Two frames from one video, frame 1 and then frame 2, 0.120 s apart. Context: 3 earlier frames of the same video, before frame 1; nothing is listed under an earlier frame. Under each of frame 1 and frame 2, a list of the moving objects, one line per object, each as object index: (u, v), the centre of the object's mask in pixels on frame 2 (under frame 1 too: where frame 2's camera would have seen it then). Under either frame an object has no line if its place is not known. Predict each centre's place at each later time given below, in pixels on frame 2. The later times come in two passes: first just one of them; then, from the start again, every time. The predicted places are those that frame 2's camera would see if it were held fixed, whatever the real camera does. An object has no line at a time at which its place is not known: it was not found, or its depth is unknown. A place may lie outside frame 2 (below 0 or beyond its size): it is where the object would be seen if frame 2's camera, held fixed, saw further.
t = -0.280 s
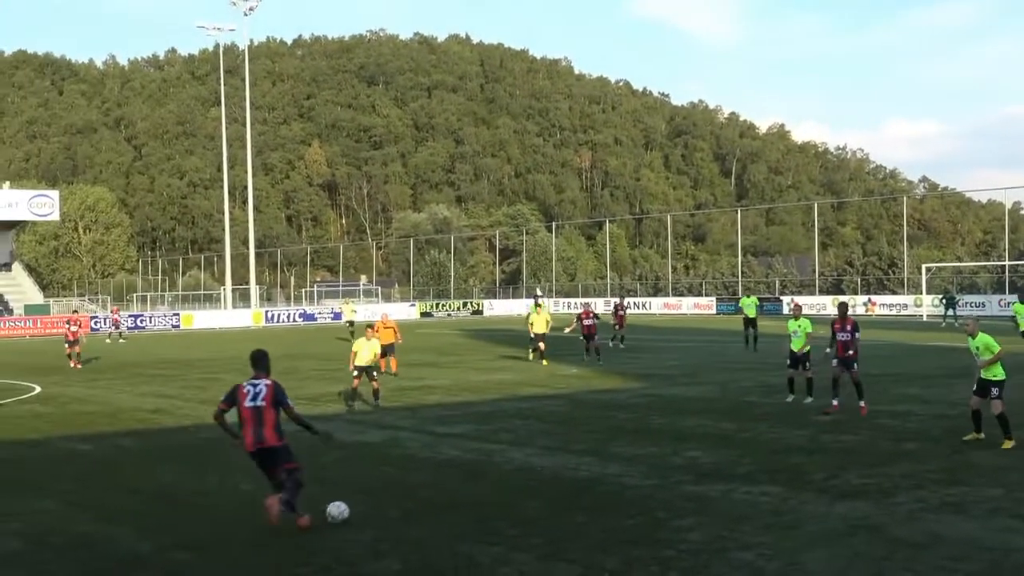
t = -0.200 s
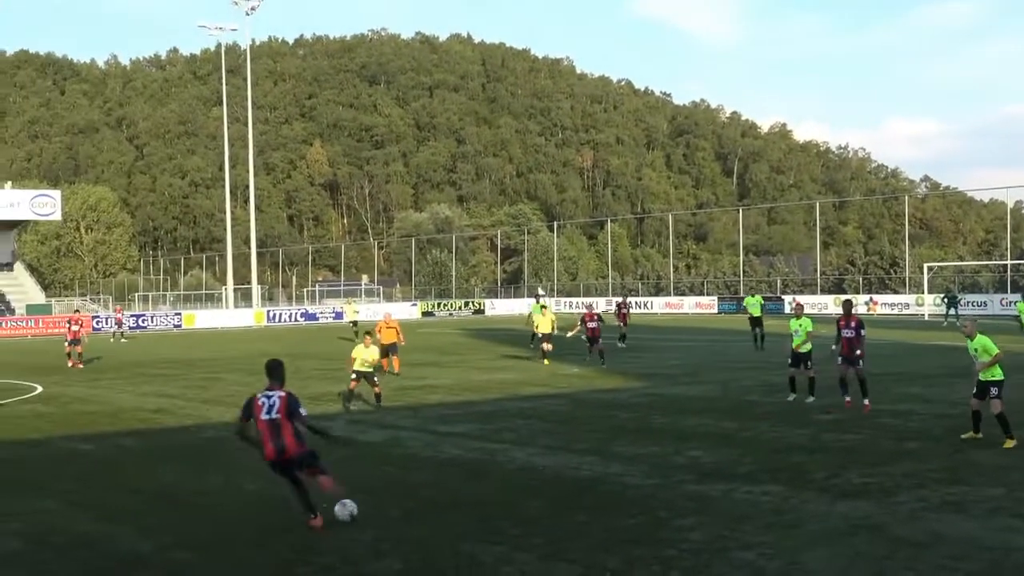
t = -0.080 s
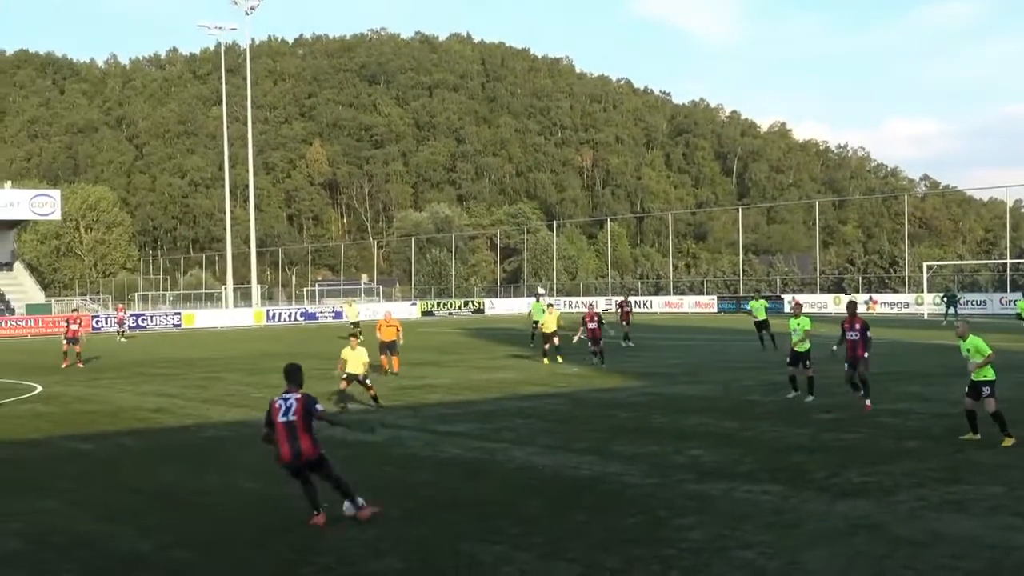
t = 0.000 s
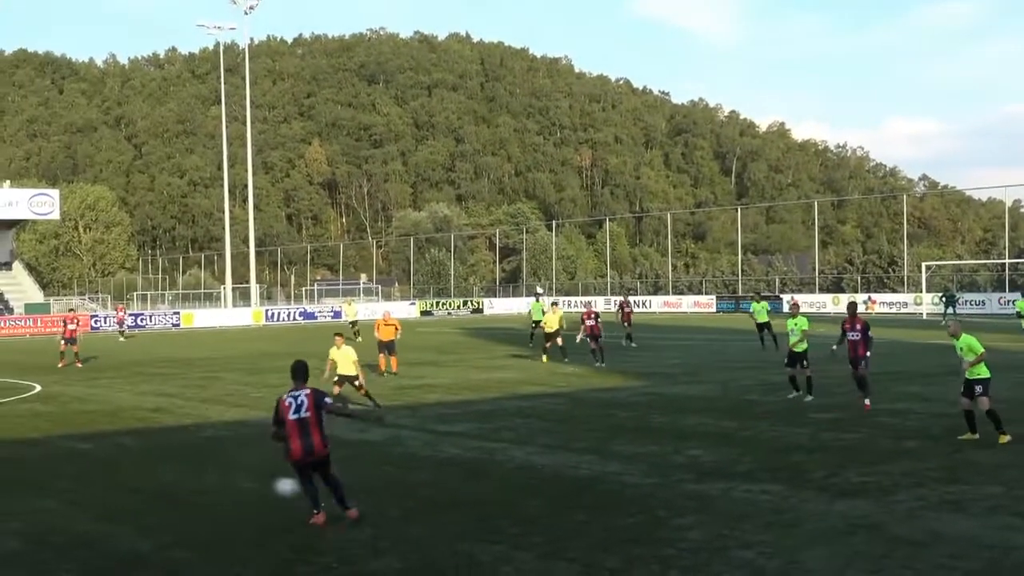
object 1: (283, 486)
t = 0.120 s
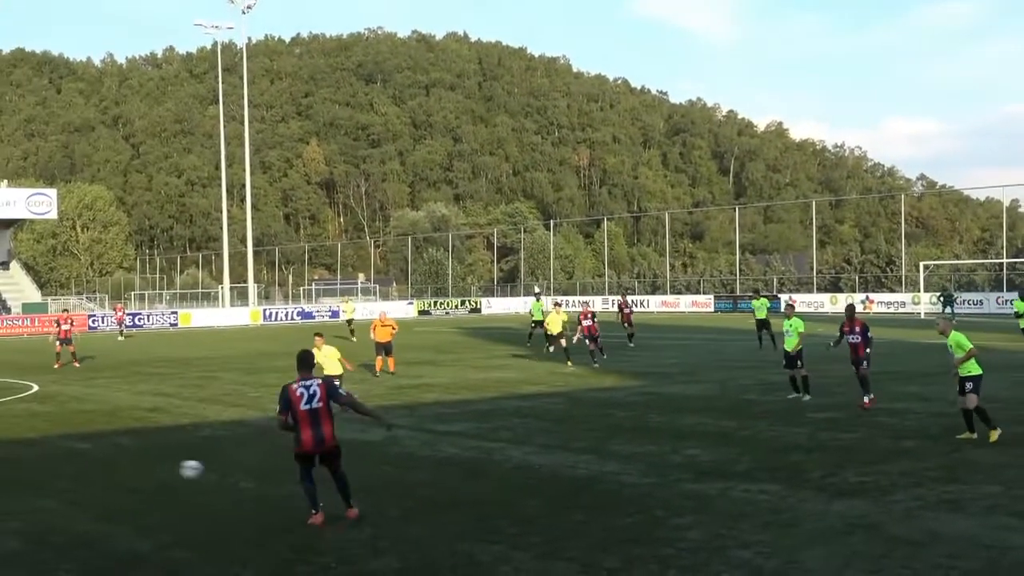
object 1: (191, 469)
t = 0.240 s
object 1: (112, 463)
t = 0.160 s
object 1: (163, 466)
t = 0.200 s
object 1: (137, 464)
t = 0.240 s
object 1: (112, 463)
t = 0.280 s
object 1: (87, 463)
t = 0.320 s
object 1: (65, 464)
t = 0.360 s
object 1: (43, 467)
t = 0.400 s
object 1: (24, 461)
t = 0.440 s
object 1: (5, 457)
